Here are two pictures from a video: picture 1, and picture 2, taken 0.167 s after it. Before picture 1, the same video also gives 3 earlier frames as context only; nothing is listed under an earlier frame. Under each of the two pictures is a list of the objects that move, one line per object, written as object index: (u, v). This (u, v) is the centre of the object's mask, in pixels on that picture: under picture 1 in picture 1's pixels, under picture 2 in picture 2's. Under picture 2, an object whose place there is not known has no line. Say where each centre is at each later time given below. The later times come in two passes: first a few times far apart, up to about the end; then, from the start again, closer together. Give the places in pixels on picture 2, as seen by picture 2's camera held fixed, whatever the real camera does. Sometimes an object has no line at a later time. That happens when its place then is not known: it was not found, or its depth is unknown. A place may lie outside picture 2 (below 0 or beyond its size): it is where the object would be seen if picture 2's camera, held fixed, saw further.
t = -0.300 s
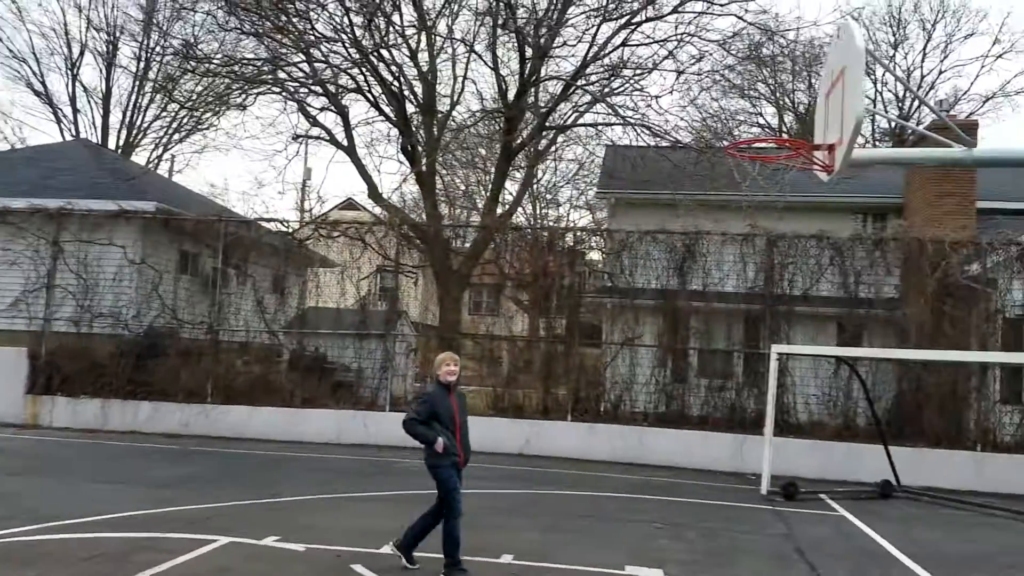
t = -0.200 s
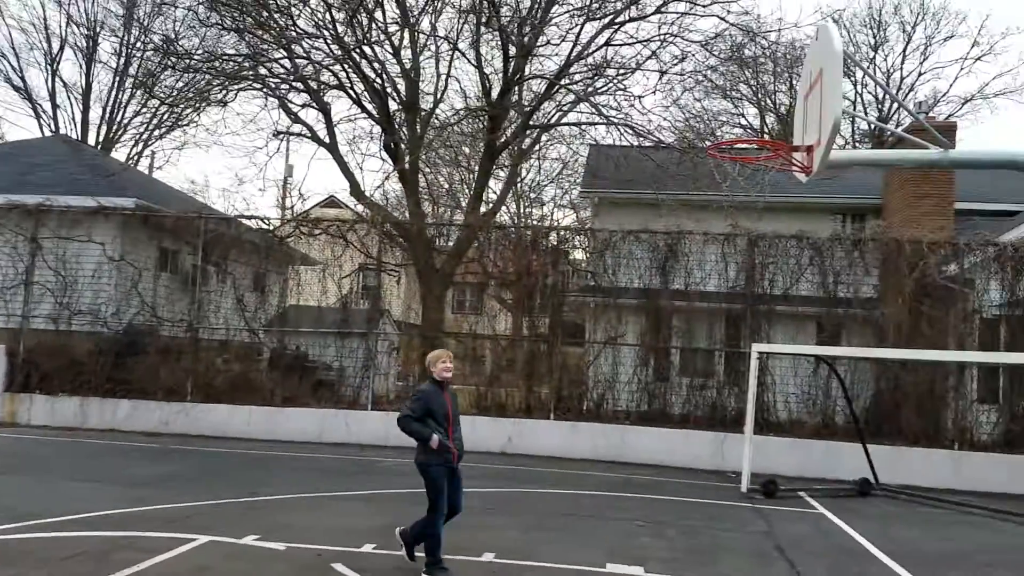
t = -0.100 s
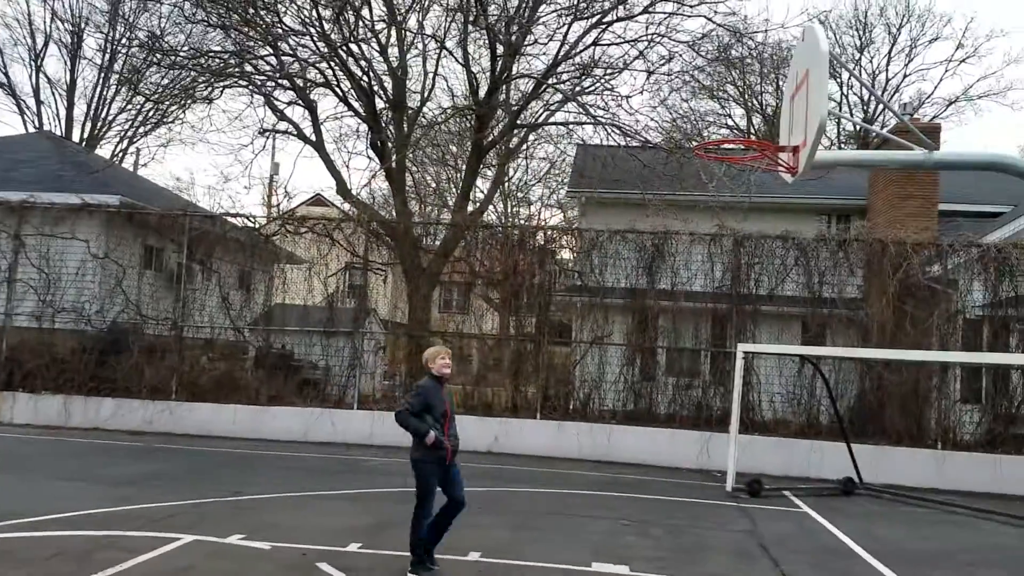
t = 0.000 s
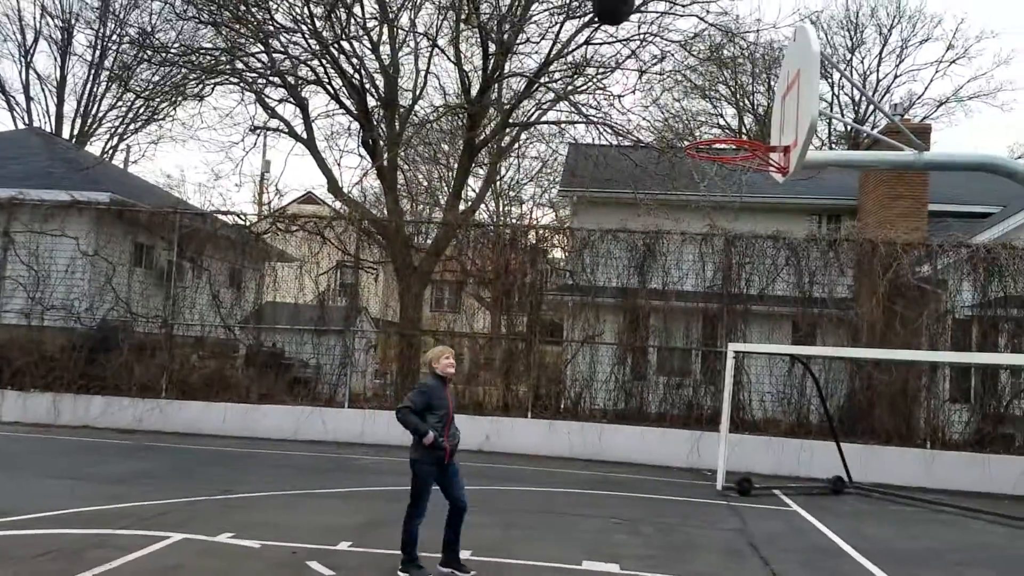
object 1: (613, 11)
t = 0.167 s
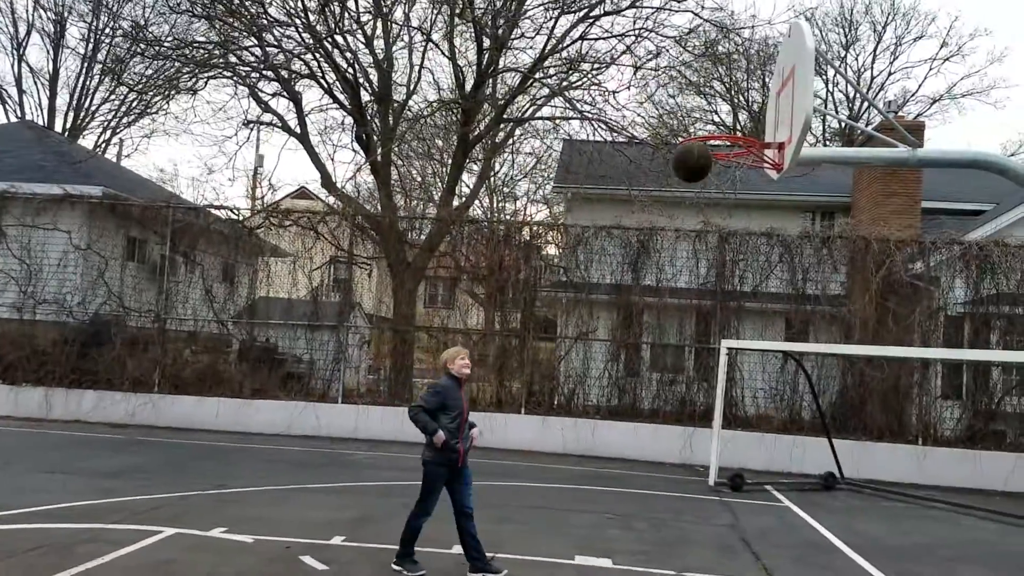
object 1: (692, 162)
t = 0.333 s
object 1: (708, 324)
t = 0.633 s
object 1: (730, 574)
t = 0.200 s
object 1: (695, 190)
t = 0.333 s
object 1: (708, 324)
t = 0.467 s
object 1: (722, 491)
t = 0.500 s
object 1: (725, 539)
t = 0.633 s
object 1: (730, 574)
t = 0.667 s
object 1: (730, 545)
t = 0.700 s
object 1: (728, 520)
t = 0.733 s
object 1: (728, 495)
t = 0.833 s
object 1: (729, 428)
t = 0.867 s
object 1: (729, 409)
